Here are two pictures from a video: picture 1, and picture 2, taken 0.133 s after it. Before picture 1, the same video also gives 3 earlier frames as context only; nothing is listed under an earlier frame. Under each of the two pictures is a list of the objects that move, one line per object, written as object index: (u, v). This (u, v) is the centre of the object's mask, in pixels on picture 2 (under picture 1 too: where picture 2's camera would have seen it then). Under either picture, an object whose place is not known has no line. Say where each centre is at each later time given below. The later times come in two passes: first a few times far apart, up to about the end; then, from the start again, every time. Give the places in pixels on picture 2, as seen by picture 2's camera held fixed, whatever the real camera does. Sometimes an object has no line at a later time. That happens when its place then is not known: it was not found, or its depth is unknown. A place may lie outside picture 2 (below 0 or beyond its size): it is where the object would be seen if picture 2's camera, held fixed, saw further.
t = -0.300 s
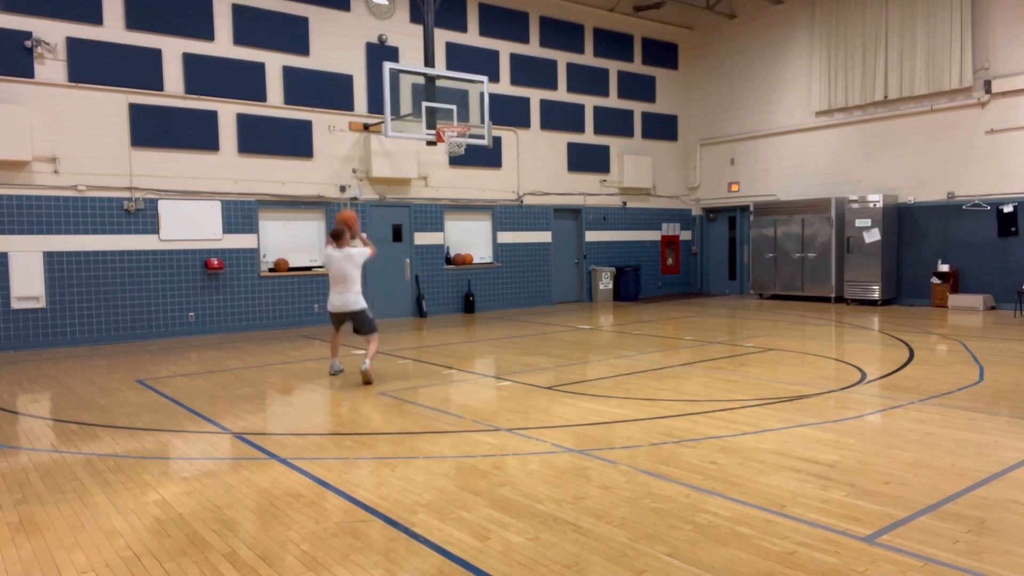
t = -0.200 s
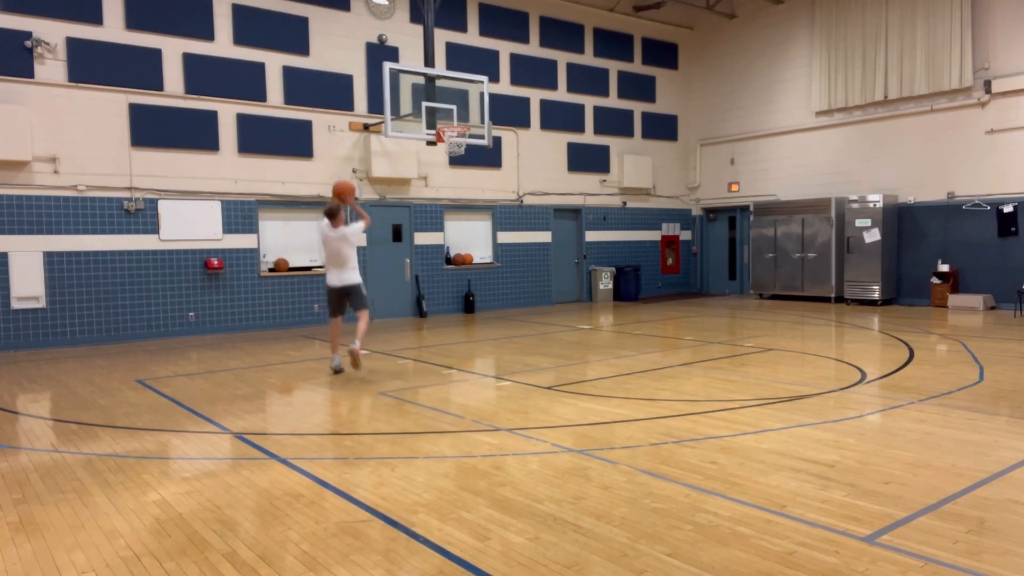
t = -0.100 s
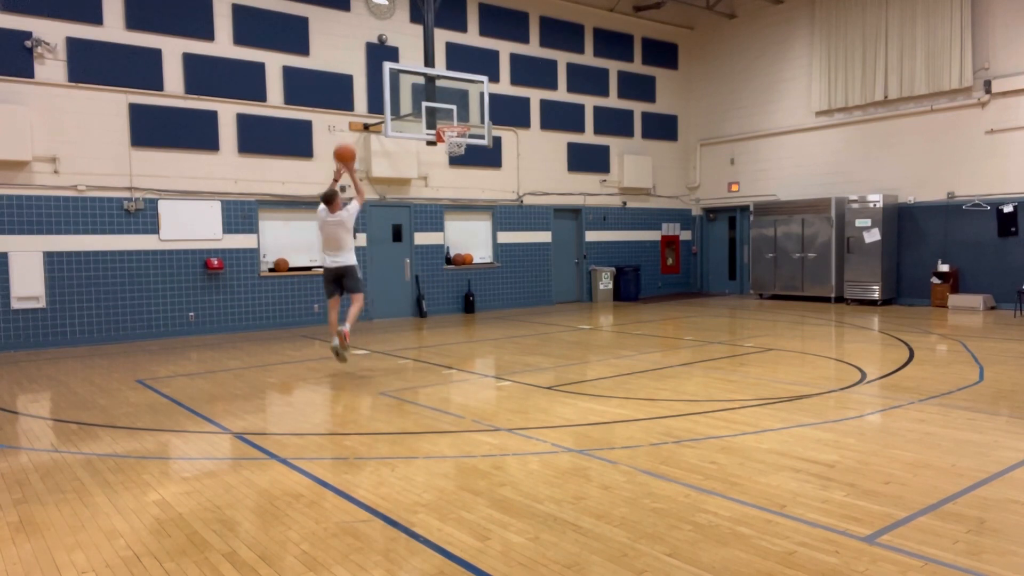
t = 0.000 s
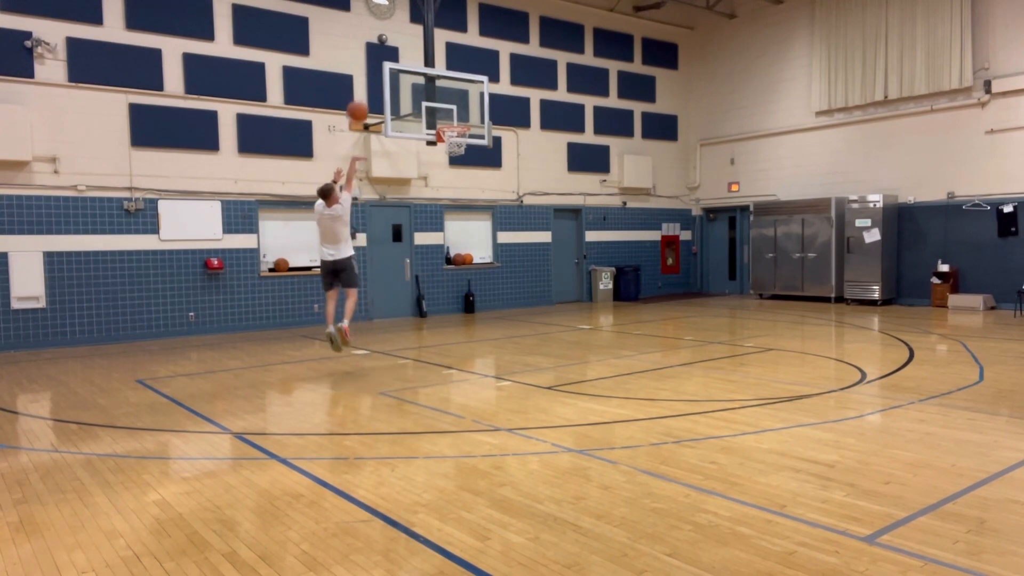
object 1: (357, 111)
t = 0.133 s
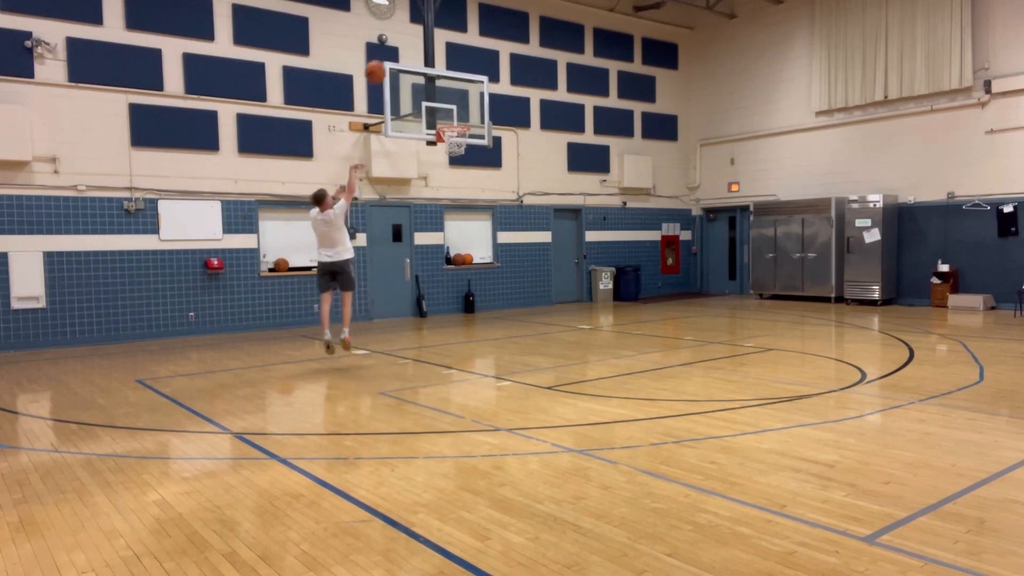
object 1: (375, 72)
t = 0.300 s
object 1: (396, 47)
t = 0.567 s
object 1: (426, 55)
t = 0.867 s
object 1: (455, 118)
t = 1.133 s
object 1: (459, 151)
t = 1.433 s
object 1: (453, 213)
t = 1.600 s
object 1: (452, 273)
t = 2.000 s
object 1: (450, 251)
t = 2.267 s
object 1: (449, 224)
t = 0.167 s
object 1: (379, 64)
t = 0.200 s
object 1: (383, 58)
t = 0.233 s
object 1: (388, 53)
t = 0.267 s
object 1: (392, 50)
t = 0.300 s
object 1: (396, 47)
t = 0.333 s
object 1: (400, 45)
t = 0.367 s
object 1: (404, 44)
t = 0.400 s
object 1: (407, 44)
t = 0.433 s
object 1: (411, 44)
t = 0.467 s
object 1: (415, 46)
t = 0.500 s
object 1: (419, 48)
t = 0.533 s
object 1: (422, 51)
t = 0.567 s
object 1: (426, 55)
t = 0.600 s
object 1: (429, 59)
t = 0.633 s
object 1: (433, 64)
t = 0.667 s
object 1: (436, 70)
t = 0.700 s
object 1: (439, 77)
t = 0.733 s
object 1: (443, 84)
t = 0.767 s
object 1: (446, 92)
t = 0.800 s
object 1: (449, 100)
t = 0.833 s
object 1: (452, 109)
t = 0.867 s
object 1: (455, 118)
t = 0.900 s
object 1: (459, 128)
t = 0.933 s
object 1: (462, 138)
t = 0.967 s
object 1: (461, 144)
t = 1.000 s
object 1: (461, 142)
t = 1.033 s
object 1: (460, 142)
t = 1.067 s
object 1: (459, 145)
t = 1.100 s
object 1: (459, 147)
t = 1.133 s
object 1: (459, 151)
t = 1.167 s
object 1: (458, 154)
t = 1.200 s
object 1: (458, 159)
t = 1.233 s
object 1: (456, 164)
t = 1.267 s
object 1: (456, 171)
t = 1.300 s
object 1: (455, 178)
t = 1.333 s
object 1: (455, 186)
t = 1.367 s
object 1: (455, 195)
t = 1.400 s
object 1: (454, 204)
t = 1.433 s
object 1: (453, 213)
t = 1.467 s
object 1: (453, 224)
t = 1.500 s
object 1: (453, 236)
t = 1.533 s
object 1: (453, 248)
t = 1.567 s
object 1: (453, 261)
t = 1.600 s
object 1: (452, 273)
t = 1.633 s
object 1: (452, 287)
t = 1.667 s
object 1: (452, 302)
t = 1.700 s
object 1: (452, 317)
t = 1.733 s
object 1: (452, 324)
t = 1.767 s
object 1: (451, 312)
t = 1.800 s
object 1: (452, 302)
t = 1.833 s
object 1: (451, 292)
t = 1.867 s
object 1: (451, 282)
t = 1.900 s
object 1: (451, 274)
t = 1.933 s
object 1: (451, 266)
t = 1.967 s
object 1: (450, 258)
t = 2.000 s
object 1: (450, 251)
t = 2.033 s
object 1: (449, 246)
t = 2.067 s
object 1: (449, 240)
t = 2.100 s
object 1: (449, 236)
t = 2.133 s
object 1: (449, 232)
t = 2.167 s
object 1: (449, 229)
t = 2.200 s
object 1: (449, 227)
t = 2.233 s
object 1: (449, 225)
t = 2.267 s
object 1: (449, 224)
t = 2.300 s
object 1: (449, 224)
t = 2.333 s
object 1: (449, 224)
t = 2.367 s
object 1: (449, 225)
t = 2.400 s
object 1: (449, 227)
